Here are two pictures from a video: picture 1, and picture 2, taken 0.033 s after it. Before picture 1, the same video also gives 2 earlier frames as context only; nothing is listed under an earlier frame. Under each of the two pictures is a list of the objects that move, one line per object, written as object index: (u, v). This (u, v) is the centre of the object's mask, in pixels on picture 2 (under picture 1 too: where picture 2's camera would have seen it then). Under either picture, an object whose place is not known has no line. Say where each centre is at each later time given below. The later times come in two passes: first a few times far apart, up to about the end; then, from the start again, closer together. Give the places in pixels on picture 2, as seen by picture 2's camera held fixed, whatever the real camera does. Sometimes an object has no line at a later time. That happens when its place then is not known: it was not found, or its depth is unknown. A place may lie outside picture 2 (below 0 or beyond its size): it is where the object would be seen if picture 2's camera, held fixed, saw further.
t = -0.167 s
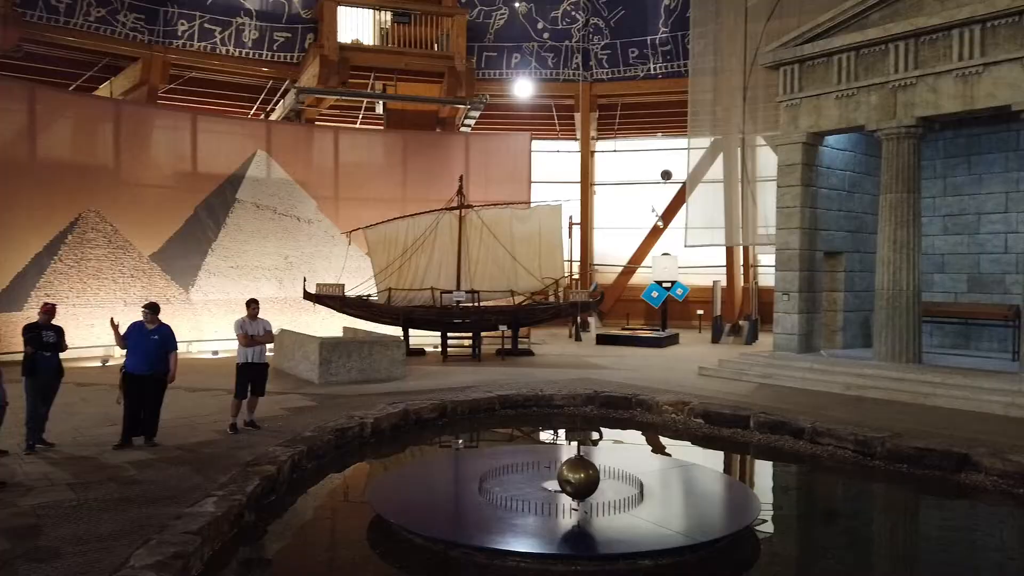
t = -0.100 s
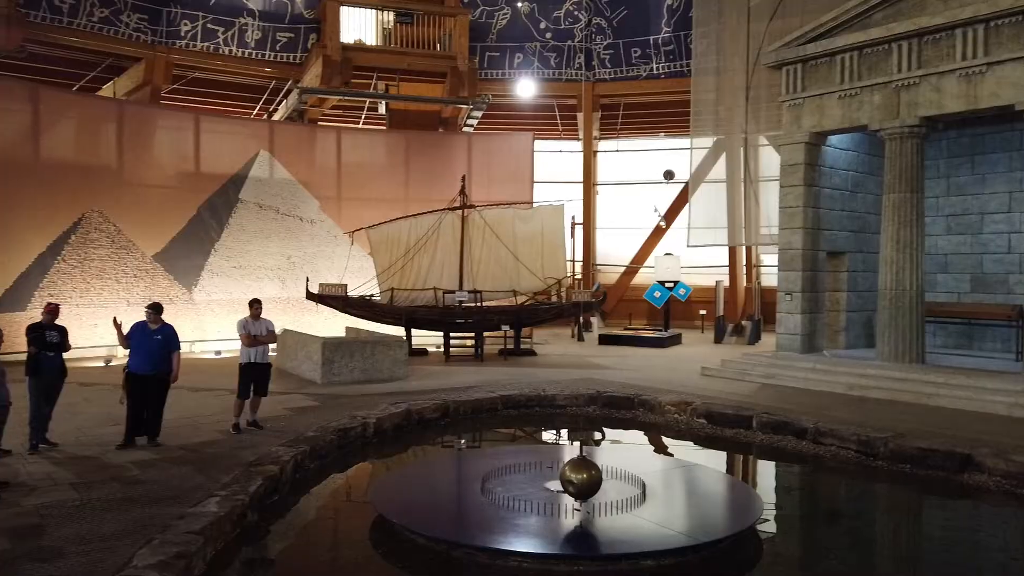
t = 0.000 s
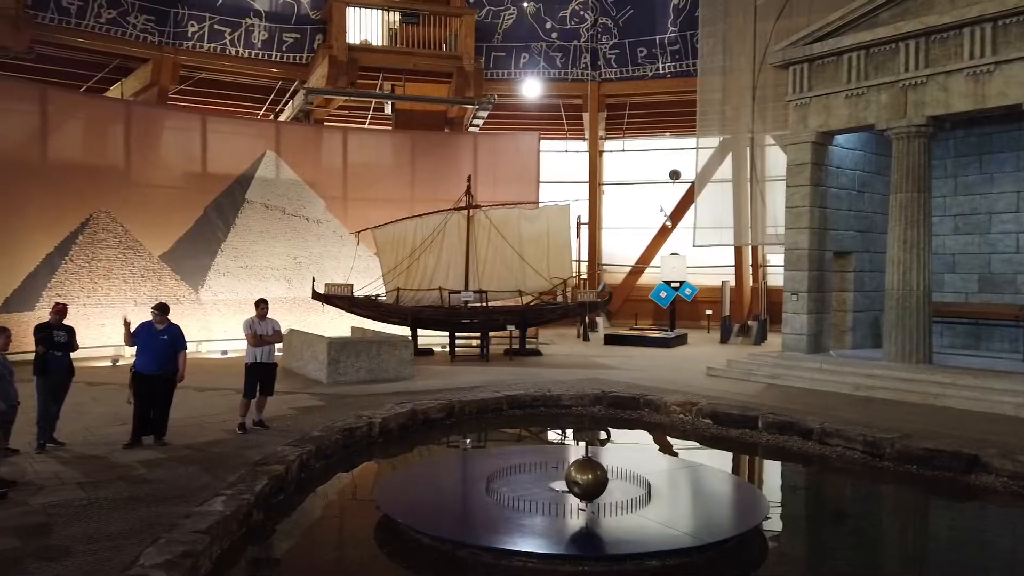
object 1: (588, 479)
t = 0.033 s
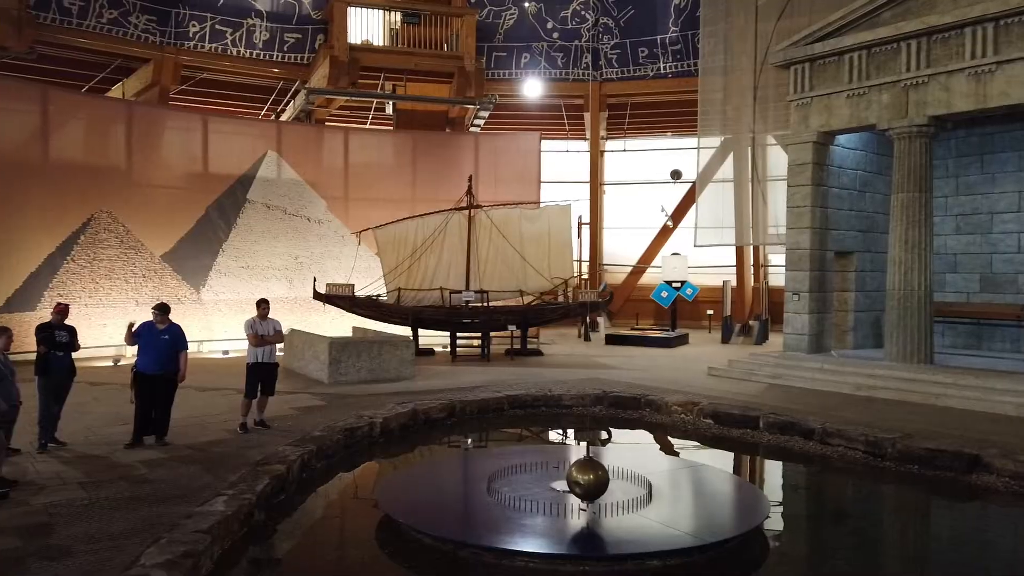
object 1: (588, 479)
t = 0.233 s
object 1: (589, 480)
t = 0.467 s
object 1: (589, 481)
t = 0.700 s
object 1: (590, 481)
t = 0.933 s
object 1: (590, 482)
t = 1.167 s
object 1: (590, 482)
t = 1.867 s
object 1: (588, 480)
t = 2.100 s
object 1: (588, 478)
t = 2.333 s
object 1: (586, 477)
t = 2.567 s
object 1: (584, 475)
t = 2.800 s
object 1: (582, 472)
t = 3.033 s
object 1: (580, 470)
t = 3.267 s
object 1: (577, 468)
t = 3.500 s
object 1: (575, 465)
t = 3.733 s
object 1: (573, 462)
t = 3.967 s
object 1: (571, 459)
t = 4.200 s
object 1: (569, 456)
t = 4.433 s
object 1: (567, 454)
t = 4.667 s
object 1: (565, 451)
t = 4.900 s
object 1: (563, 448)
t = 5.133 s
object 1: (562, 446)
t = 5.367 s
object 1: (561, 443)
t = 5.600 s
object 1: (561, 442)
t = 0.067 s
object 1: (588, 479)
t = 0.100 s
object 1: (588, 479)
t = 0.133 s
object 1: (588, 480)
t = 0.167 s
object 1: (588, 480)
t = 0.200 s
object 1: (588, 480)
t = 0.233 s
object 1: (589, 480)
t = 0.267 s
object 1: (589, 480)
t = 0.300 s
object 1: (589, 480)
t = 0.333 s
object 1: (589, 481)
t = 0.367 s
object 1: (589, 481)
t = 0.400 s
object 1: (589, 481)
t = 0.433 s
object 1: (589, 481)
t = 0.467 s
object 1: (589, 481)
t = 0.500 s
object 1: (589, 481)
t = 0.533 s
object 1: (589, 481)
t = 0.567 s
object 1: (590, 481)
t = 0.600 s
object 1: (590, 481)
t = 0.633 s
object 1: (590, 481)
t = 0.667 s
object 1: (590, 481)
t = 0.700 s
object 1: (590, 481)
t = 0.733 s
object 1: (590, 481)
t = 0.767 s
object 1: (590, 482)
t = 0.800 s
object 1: (590, 481)
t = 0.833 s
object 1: (590, 481)
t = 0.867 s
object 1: (590, 482)
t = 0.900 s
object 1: (590, 482)
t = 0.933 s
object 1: (590, 482)
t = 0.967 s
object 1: (590, 482)
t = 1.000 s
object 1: (590, 482)
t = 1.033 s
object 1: (590, 482)
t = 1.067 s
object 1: (590, 482)
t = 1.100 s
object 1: (590, 482)
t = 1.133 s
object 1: (590, 481)
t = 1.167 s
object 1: (590, 482)
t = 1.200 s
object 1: (590, 482)
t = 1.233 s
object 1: (590, 482)
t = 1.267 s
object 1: (590, 482)
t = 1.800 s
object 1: (589, 480)
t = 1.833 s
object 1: (588, 480)
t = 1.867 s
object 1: (588, 480)
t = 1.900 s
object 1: (588, 480)
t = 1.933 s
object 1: (588, 479)
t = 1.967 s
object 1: (588, 479)
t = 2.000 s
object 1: (588, 479)
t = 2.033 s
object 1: (588, 479)
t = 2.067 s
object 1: (588, 479)
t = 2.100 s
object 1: (588, 478)
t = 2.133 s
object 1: (587, 478)
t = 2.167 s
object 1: (587, 478)
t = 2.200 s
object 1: (587, 478)
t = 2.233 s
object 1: (587, 477)
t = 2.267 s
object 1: (587, 477)
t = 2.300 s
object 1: (586, 477)
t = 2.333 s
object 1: (586, 477)
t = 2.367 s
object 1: (585, 476)
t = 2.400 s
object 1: (585, 476)
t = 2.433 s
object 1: (585, 476)
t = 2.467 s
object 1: (584, 475)
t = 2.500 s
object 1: (584, 475)
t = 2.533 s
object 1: (584, 475)
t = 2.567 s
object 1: (584, 475)
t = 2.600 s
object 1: (583, 474)
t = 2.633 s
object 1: (583, 474)
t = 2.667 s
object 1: (583, 474)
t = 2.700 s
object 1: (583, 473)
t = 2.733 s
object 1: (582, 473)
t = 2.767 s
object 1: (582, 473)
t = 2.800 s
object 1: (582, 472)
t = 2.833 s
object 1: (582, 472)
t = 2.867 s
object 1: (581, 472)
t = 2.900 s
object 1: (581, 471)
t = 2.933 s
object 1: (581, 471)
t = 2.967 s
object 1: (580, 471)
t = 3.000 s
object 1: (580, 470)
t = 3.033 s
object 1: (580, 470)
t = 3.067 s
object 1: (579, 470)
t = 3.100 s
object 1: (579, 470)
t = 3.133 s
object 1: (579, 469)
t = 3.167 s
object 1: (578, 469)
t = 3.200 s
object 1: (578, 468)
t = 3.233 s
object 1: (578, 468)
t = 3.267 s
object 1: (577, 468)
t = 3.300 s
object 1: (577, 467)
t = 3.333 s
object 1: (577, 467)
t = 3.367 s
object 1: (577, 466)
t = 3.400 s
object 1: (576, 466)
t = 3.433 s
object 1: (576, 466)
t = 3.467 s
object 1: (576, 465)
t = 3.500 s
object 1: (575, 465)
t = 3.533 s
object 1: (575, 464)
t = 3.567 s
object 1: (575, 464)
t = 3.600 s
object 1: (575, 463)
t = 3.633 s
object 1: (574, 463)
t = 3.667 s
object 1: (574, 463)
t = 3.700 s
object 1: (574, 462)
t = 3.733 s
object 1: (573, 462)
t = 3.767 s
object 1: (573, 462)
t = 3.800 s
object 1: (573, 461)
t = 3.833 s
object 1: (572, 461)
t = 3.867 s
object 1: (572, 461)
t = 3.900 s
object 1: (572, 460)
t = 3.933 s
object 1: (571, 460)
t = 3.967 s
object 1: (571, 459)
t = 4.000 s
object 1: (571, 459)
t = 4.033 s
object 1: (570, 459)
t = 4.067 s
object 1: (570, 458)
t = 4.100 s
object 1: (570, 458)
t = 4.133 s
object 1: (569, 457)
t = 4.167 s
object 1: (569, 457)
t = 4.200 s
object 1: (569, 456)
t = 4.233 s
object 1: (568, 456)
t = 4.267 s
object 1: (568, 456)
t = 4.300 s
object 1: (568, 455)
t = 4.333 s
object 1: (568, 455)
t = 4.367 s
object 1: (568, 455)
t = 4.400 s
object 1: (567, 454)
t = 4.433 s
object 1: (567, 454)
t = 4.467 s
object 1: (567, 454)
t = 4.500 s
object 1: (566, 453)
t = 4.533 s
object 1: (566, 453)
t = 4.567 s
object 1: (566, 452)
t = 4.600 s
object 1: (566, 452)
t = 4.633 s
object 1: (565, 452)
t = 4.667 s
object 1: (565, 451)
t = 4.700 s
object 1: (565, 451)
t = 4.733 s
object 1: (565, 451)
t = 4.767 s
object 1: (564, 450)
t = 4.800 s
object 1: (564, 450)
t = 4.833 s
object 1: (564, 449)
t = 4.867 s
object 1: (563, 449)
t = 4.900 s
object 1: (563, 448)
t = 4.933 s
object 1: (563, 448)
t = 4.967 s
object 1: (563, 448)
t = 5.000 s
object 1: (562, 447)
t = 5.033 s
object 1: (562, 447)
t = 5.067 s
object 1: (562, 447)
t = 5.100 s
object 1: (562, 446)
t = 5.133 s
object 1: (562, 446)
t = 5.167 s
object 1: (562, 445)
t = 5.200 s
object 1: (562, 445)
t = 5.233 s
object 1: (562, 445)
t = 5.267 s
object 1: (561, 444)
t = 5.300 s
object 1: (561, 444)
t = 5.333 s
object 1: (561, 443)
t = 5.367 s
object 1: (561, 443)
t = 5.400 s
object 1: (561, 443)
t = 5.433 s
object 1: (561, 443)
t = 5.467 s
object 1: (561, 443)
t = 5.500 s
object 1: (561, 442)
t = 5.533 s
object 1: (561, 442)
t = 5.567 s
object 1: (561, 442)
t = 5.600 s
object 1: (561, 442)
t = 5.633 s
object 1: (561, 442)
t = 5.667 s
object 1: (561, 441)
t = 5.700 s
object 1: (562, 441)
